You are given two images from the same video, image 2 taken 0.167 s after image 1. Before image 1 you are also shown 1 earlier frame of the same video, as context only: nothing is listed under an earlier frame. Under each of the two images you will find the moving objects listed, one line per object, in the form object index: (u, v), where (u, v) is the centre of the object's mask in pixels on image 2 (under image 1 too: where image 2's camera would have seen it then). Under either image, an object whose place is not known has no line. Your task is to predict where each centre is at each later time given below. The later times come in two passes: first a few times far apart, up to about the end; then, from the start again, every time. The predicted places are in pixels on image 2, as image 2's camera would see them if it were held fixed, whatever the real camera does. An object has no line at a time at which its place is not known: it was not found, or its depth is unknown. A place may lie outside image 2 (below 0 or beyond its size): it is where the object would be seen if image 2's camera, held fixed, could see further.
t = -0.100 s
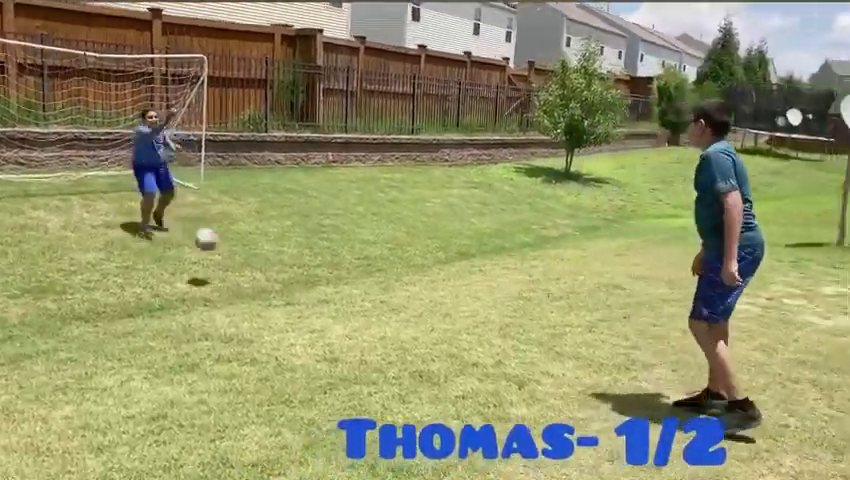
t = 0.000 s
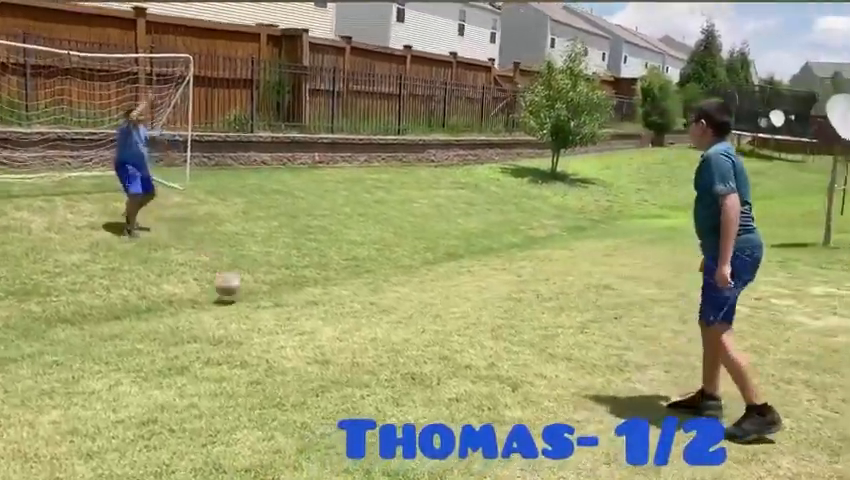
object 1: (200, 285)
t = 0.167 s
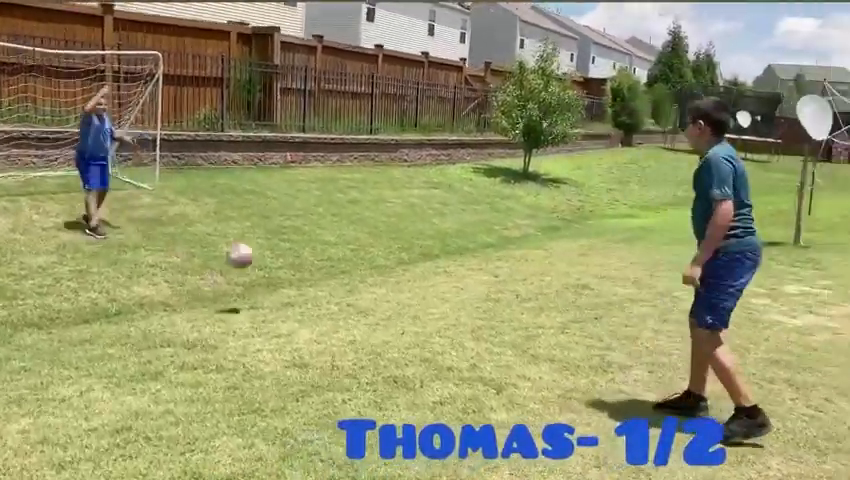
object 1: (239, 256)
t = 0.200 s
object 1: (247, 248)
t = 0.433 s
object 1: (301, 227)
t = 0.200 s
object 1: (247, 248)
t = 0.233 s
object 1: (255, 241)
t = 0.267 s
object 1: (262, 236)
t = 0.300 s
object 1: (269, 230)
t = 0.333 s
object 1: (278, 228)
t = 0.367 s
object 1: (285, 225)
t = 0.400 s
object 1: (294, 226)
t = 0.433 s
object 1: (301, 227)
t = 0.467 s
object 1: (309, 231)
